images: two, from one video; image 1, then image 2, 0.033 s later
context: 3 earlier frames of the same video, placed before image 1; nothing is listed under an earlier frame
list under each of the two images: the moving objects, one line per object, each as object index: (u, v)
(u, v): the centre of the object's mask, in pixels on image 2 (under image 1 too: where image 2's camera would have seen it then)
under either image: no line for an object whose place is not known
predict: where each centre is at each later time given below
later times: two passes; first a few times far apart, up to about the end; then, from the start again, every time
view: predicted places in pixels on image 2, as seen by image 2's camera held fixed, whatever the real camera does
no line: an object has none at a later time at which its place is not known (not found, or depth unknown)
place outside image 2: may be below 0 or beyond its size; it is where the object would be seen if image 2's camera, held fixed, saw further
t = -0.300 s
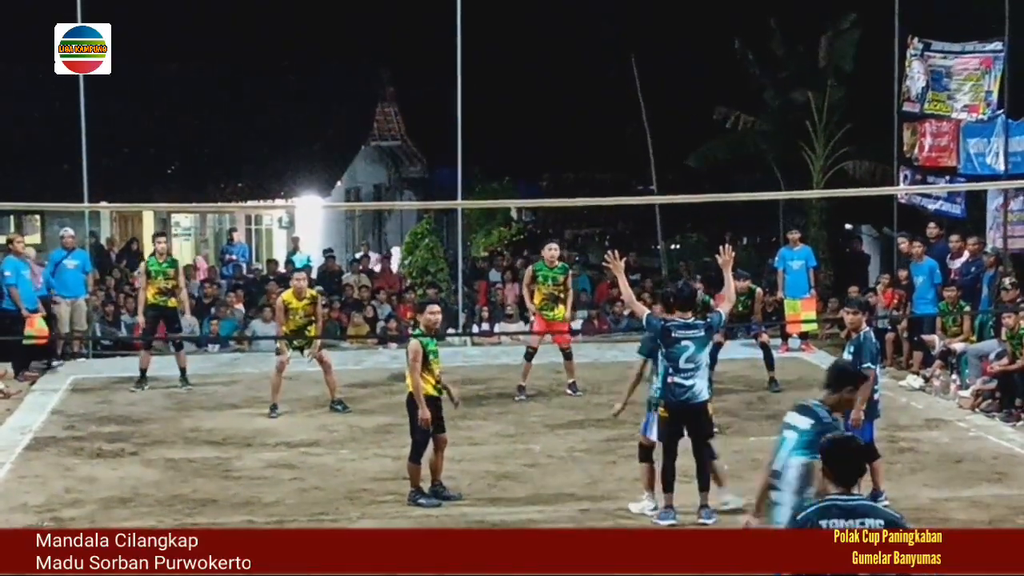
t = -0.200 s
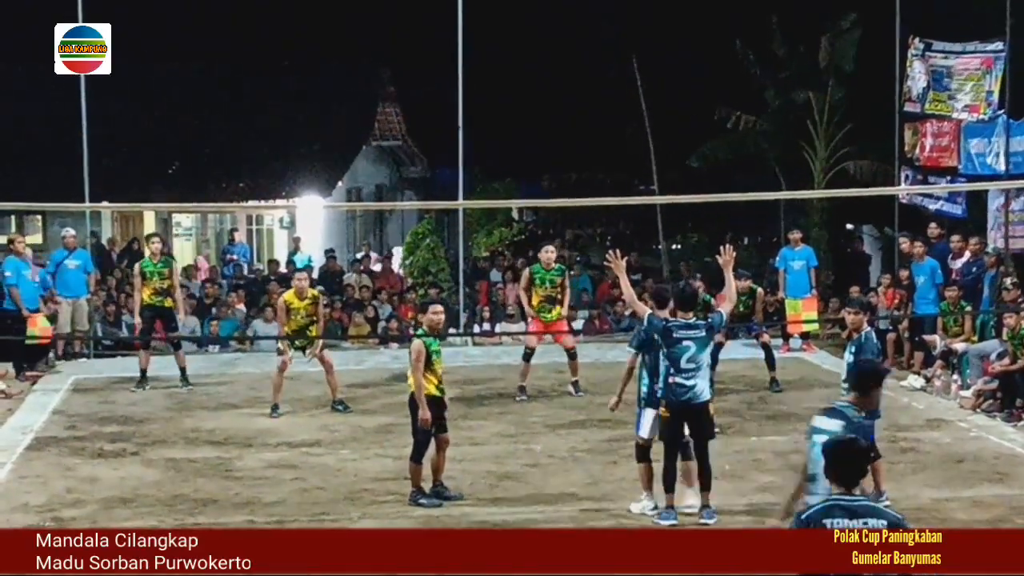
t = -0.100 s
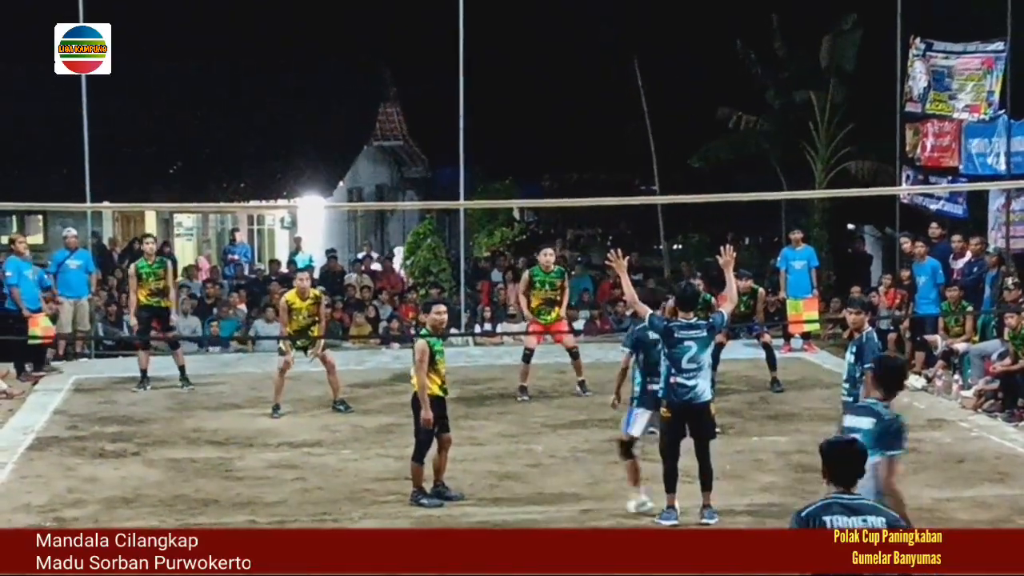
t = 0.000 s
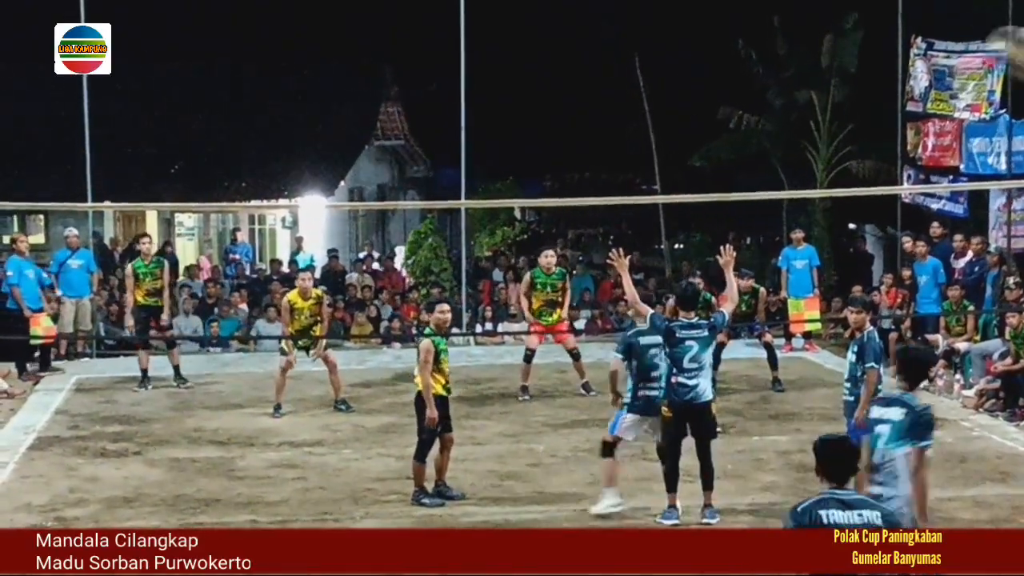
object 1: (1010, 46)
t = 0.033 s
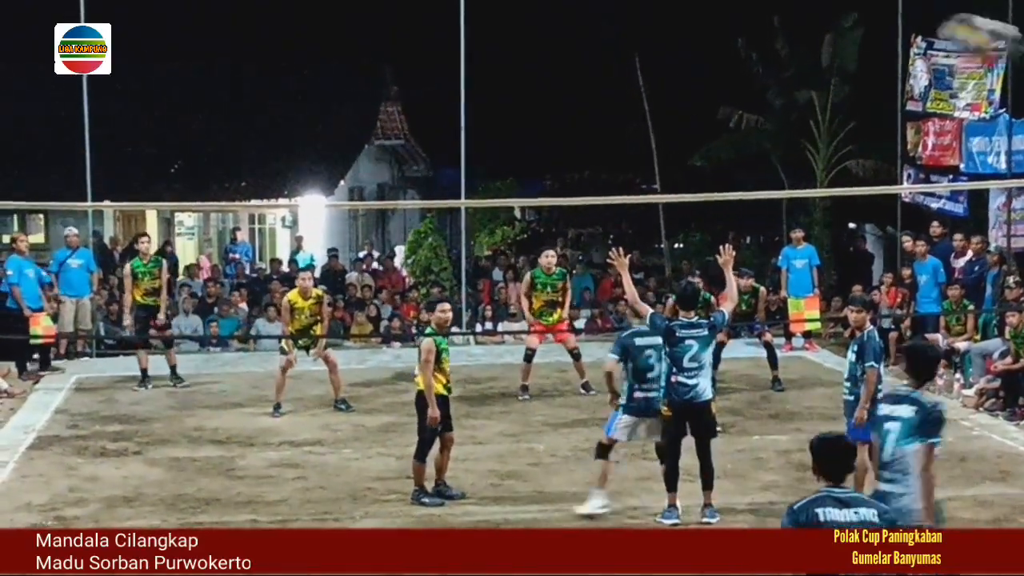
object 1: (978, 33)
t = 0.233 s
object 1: (779, 26)
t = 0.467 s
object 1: (652, 85)
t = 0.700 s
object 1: (566, 178)
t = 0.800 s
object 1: (534, 224)
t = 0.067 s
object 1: (935, 28)
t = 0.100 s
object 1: (896, 24)
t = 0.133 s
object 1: (863, 22)
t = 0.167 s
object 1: (832, 22)
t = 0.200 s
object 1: (804, 23)
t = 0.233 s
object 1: (779, 26)
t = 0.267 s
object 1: (757, 31)
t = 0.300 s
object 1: (735, 37)
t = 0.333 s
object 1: (717, 45)
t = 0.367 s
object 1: (699, 54)
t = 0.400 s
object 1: (682, 64)
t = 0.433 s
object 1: (667, 74)
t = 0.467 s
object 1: (652, 85)
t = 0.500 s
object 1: (638, 97)
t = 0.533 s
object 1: (624, 109)
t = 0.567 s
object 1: (611, 122)
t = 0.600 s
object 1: (599, 135)
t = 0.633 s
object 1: (587, 149)
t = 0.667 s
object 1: (576, 163)
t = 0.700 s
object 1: (566, 178)
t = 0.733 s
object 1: (557, 188)
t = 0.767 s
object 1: (544, 208)
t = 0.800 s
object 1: (534, 224)
